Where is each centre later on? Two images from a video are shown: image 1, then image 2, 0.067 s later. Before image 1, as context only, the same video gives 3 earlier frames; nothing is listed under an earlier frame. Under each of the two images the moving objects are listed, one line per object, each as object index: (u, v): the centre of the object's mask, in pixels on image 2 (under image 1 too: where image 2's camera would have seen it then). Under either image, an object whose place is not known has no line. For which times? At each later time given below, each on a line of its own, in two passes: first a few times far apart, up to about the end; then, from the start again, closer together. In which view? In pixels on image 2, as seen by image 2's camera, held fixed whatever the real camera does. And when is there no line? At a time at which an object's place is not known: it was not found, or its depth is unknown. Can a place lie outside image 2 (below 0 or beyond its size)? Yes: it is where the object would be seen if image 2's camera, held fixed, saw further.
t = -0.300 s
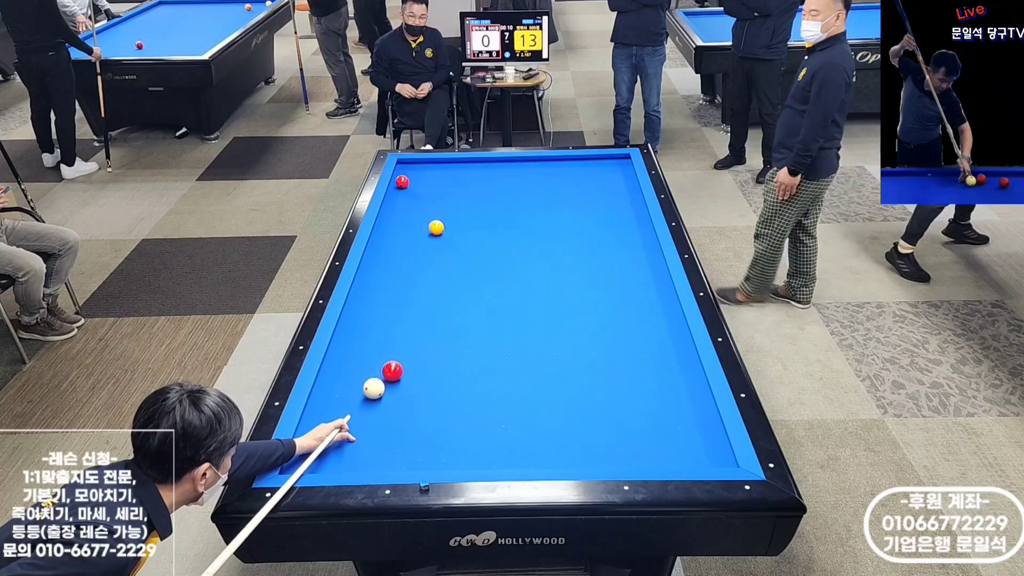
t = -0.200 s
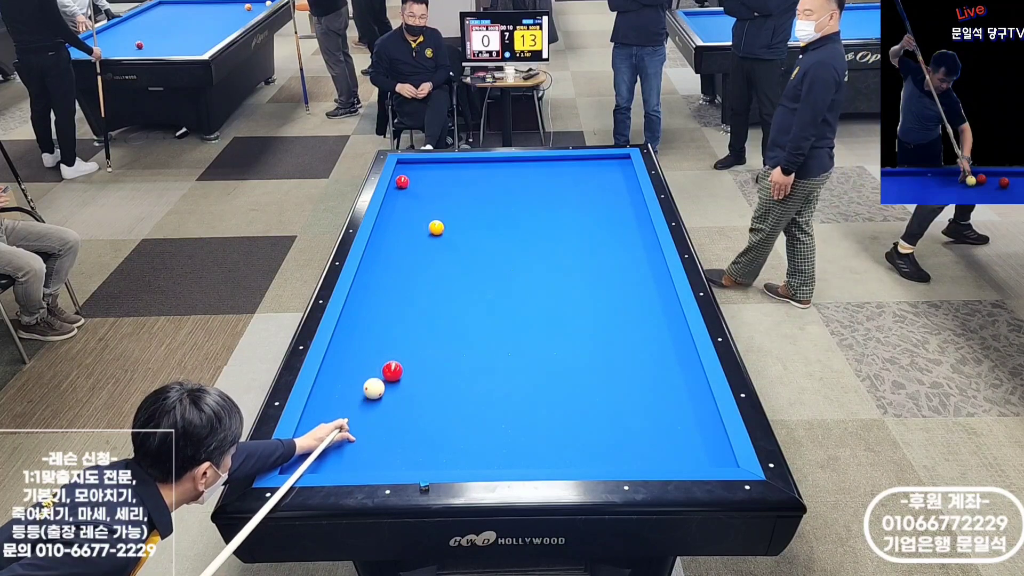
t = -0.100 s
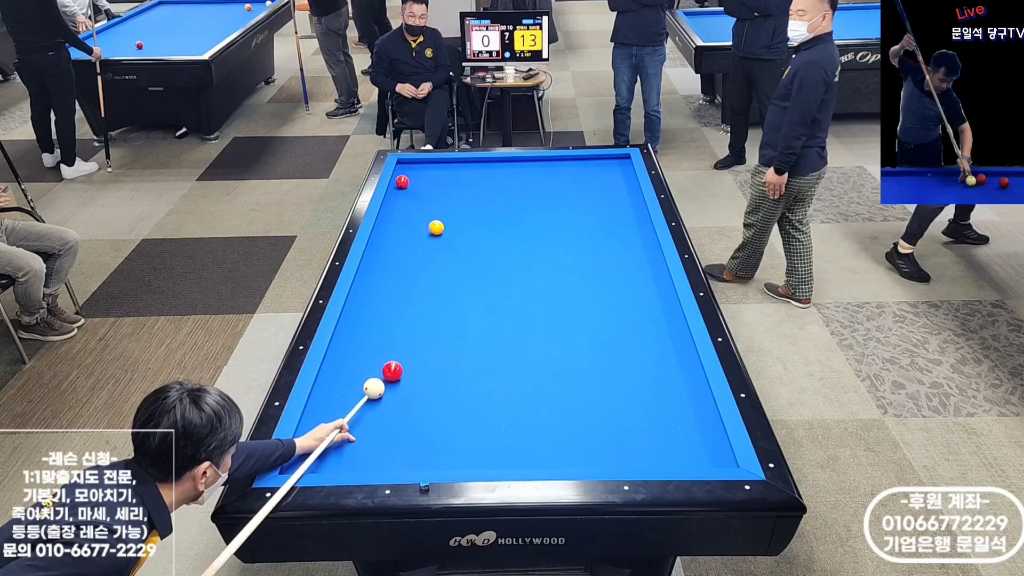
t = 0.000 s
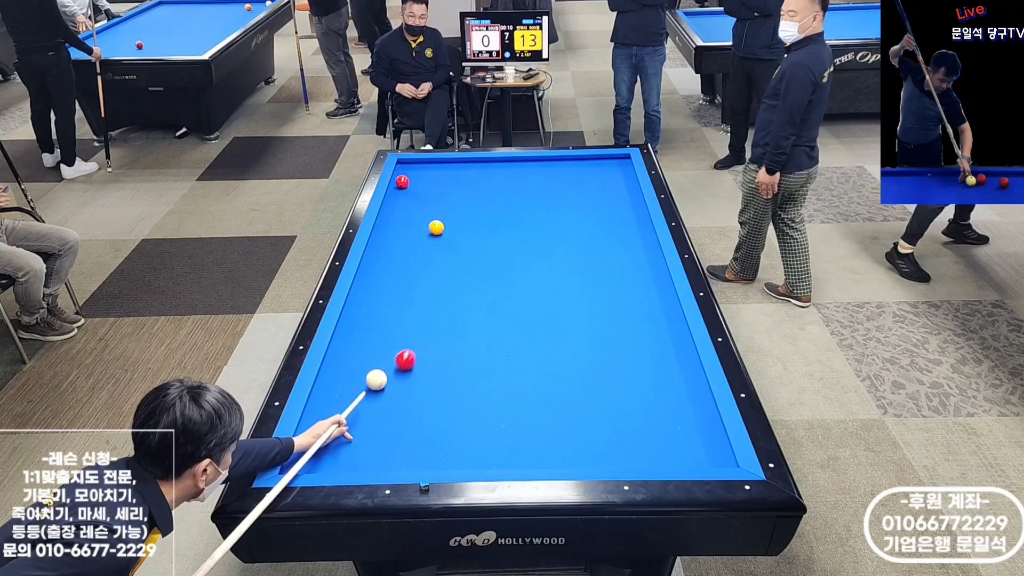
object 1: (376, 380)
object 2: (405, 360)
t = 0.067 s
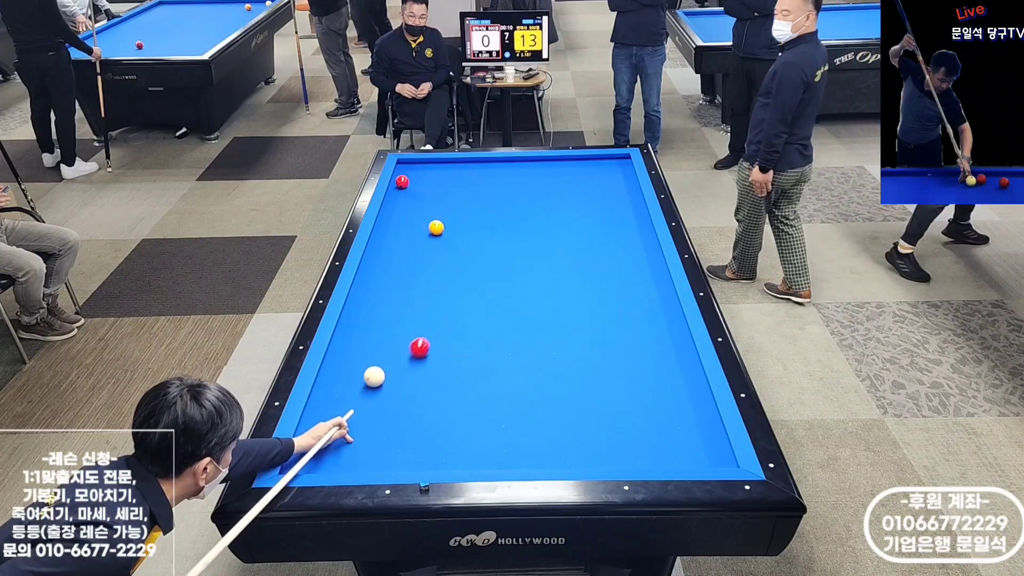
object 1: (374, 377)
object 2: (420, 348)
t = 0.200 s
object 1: (373, 368)
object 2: (443, 327)
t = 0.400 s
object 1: (374, 354)
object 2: (471, 304)
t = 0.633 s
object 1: (375, 340)
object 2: (499, 279)
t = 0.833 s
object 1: (376, 328)
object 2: (521, 260)
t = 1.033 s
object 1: (377, 317)
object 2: (541, 243)
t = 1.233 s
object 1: (377, 307)
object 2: (559, 227)
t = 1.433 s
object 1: (378, 298)
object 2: (576, 212)
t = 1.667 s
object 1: (379, 288)
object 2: (594, 197)
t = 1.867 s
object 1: (380, 279)
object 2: (608, 184)
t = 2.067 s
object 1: (380, 272)
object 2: (621, 173)
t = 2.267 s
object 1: (381, 265)
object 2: (622, 163)
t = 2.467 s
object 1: (381, 258)
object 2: (613, 158)
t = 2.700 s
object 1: (382, 251)
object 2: (606, 164)
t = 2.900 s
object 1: (383, 245)
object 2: (600, 169)
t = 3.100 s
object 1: (383, 240)
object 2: (593, 174)
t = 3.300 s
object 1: (384, 235)
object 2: (587, 179)
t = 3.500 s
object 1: (384, 230)
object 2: (580, 184)
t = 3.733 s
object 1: (384, 225)
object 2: (573, 190)
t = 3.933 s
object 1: (384, 220)
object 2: (566, 195)
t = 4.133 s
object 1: (384, 217)
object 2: (559, 200)
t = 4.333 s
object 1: (386, 213)
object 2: (552, 205)
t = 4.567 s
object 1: (388, 208)
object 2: (545, 211)
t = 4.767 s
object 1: (389, 205)
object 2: (538, 216)
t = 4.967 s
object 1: (391, 202)
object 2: (531, 221)
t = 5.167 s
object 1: (393, 199)
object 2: (524, 225)
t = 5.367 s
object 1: (394, 196)
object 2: (518, 230)
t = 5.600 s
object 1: (396, 193)
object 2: (510, 236)
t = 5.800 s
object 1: (397, 191)
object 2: (503, 240)
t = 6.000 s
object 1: (398, 189)
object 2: (497, 245)
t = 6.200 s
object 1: (399, 187)
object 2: (490, 249)
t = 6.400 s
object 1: (399, 186)
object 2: (484, 254)
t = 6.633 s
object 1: (399, 186)
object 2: (477, 259)
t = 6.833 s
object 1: (399, 186)
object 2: (470, 263)
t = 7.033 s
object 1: (399, 186)
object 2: (464, 268)
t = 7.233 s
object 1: (399, 186)
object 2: (458, 272)
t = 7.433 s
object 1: (399, 186)
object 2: (453, 276)
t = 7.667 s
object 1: (399, 186)
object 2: (446, 280)
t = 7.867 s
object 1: (399, 186)
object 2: (441, 284)
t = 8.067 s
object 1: (399, 186)
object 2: (435, 288)
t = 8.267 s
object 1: (399, 186)
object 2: (430, 291)
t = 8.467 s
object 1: (399, 186)
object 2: (425, 295)
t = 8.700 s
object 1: (399, 186)
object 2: (420, 298)
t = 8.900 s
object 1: (399, 186)
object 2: (415, 302)
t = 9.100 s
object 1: (399, 186)
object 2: (411, 305)
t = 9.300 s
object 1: (399, 186)
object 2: (406, 307)
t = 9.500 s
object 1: (399, 186)
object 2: (402, 310)
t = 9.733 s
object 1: (399, 186)
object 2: (398, 313)
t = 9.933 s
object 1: (399, 186)
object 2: (395, 315)
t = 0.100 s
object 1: (374, 375)
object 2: (426, 342)
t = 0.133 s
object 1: (373, 372)
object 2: (432, 337)
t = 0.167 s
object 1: (373, 370)
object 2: (438, 332)
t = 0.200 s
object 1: (373, 368)
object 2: (443, 327)
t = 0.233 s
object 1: (374, 365)
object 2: (448, 323)
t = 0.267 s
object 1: (374, 363)
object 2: (453, 319)
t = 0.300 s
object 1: (374, 361)
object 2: (458, 315)
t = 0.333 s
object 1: (374, 359)
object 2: (462, 311)
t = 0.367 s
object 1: (374, 356)
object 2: (466, 307)
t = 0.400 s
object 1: (374, 354)
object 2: (471, 304)
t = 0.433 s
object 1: (375, 352)
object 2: (475, 300)
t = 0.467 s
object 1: (375, 350)
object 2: (479, 296)
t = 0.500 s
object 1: (375, 348)
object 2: (483, 292)
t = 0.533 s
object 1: (375, 346)
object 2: (488, 289)
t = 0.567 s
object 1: (375, 344)
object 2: (491, 285)
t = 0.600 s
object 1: (375, 342)
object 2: (495, 282)
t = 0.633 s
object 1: (375, 340)
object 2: (499, 279)
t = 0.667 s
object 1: (375, 338)
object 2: (503, 276)
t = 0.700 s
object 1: (376, 335)
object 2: (507, 272)
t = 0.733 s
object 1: (376, 334)
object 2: (510, 269)
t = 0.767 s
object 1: (376, 332)
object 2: (514, 266)
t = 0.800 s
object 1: (376, 330)
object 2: (518, 263)
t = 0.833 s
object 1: (376, 328)
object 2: (521, 260)
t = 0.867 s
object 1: (376, 326)
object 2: (524, 257)
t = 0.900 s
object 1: (376, 324)
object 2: (528, 254)
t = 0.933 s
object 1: (376, 322)
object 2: (531, 251)
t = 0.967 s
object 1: (376, 321)
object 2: (534, 248)
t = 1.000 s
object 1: (376, 319)
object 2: (538, 245)
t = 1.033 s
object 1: (377, 317)
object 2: (541, 243)
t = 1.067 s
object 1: (377, 316)
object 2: (544, 240)
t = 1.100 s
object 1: (377, 314)
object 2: (547, 237)
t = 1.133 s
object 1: (377, 312)
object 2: (550, 234)
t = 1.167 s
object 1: (377, 310)
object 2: (553, 232)
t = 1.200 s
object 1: (377, 309)
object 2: (556, 229)
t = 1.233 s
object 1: (377, 307)
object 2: (559, 227)
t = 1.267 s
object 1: (377, 305)
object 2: (562, 224)
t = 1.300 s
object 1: (378, 304)
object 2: (565, 222)
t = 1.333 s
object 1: (378, 302)
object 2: (568, 219)
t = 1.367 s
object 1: (378, 301)
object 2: (570, 217)
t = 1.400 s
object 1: (378, 299)
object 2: (573, 215)
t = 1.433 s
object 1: (378, 298)
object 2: (576, 212)
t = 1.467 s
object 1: (378, 296)
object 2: (579, 210)
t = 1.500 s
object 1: (379, 295)
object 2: (581, 208)
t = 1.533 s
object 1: (379, 293)
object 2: (584, 205)
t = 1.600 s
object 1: (379, 290)
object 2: (589, 201)
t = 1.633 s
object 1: (379, 289)
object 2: (592, 199)
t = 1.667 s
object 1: (379, 288)
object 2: (594, 197)
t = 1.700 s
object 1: (379, 286)
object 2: (596, 194)
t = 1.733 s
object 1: (379, 285)
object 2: (599, 192)
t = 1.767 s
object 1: (379, 284)
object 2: (601, 190)
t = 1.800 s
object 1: (379, 282)
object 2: (604, 188)
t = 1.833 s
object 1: (380, 281)
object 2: (606, 186)
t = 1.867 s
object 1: (380, 279)
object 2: (608, 184)
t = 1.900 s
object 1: (380, 278)
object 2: (610, 182)
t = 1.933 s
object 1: (380, 277)
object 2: (613, 180)
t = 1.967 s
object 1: (380, 276)
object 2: (615, 178)
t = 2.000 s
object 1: (380, 274)
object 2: (617, 176)
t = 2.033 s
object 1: (380, 273)
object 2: (619, 175)
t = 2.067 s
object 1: (380, 272)
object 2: (621, 173)
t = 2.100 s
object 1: (380, 271)
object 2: (623, 171)
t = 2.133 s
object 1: (380, 269)
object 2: (626, 169)
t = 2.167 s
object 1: (380, 268)
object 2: (627, 167)
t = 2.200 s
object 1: (380, 267)
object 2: (625, 166)
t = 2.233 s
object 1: (381, 266)
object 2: (623, 164)
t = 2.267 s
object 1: (381, 265)
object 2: (622, 163)
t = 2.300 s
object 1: (381, 264)
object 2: (620, 161)
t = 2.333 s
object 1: (381, 263)
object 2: (618, 160)
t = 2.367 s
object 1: (381, 261)
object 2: (617, 159)
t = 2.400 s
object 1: (381, 260)
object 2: (615, 157)
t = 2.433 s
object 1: (381, 259)
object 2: (614, 157)
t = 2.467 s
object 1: (381, 258)
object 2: (613, 158)
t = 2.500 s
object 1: (381, 257)
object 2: (612, 159)
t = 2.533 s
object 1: (381, 256)
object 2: (611, 160)
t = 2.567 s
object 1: (382, 255)
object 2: (610, 161)
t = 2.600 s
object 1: (382, 254)
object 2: (609, 162)
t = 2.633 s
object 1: (382, 253)
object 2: (608, 163)
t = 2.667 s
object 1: (382, 252)
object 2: (607, 164)
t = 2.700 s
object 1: (382, 251)
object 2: (606, 164)
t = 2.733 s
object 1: (382, 250)
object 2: (605, 165)
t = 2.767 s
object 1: (382, 249)
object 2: (604, 166)
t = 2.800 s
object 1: (382, 248)
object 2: (603, 167)
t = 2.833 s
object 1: (382, 247)
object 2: (602, 168)
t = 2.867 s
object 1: (383, 246)
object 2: (601, 169)
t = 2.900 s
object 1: (383, 245)
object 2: (600, 169)
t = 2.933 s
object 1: (383, 244)
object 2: (598, 170)
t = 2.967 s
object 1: (383, 243)
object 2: (597, 171)
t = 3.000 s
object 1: (383, 242)
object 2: (596, 172)
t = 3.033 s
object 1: (383, 241)
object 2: (595, 173)
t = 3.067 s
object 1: (383, 240)
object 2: (594, 174)
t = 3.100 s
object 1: (383, 240)
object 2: (593, 174)
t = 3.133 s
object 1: (383, 239)
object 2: (592, 175)
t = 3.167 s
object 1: (383, 238)
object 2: (591, 176)
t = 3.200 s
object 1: (383, 237)
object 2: (590, 177)
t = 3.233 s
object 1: (383, 236)
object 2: (589, 178)
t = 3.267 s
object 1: (384, 235)
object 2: (588, 179)
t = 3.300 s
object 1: (384, 235)
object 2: (587, 179)
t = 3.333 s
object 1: (384, 234)
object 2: (586, 180)
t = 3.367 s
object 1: (384, 233)
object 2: (585, 181)
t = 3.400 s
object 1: (384, 232)
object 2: (583, 182)
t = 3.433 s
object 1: (384, 231)
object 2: (582, 183)
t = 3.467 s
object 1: (384, 230)
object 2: (581, 183)
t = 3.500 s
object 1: (384, 230)
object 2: (580, 184)
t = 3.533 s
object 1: (384, 229)
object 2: (579, 185)
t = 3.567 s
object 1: (384, 228)
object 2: (578, 186)
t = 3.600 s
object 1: (384, 227)
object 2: (577, 187)
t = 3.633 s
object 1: (384, 227)
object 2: (576, 188)
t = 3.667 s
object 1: (384, 226)
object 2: (575, 188)
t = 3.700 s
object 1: (384, 225)
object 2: (574, 189)
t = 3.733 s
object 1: (384, 225)
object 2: (573, 190)
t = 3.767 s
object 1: (384, 224)
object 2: (571, 191)
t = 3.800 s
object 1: (384, 223)
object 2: (570, 192)
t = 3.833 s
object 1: (384, 222)
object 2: (569, 193)
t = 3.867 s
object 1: (384, 222)
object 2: (568, 193)
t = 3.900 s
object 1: (384, 221)
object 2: (567, 194)
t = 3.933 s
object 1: (384, 220)
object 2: (566, 195)
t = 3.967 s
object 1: (384, 220)
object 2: (565, 196)
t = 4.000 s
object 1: (384, 219)
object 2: (564, 197)
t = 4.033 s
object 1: (384, 218)
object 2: (563, 198)
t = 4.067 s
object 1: (384, 218)
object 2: (561, 198)
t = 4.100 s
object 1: (384, 217)
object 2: (560, 199)
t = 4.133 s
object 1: (384, 217)
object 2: (559, 200)
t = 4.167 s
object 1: (384, 216)
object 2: (558, 201)
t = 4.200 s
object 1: (384, 215)
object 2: (557, 202)
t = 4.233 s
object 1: (385, 215)
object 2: (556, 203)
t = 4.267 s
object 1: (385, 214)
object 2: (555, 204)
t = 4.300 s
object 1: (385, 213)
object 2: (554, 204)
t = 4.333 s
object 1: (386, 213)
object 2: (552, 205)
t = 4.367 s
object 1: (386, 212)
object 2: (551, 206)
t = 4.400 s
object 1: (386, 211)
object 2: (550, 207)
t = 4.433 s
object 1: (387, 211)
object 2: (549, 208)
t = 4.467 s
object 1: (387, 210)
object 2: (548, 208)
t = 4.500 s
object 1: (387, 210)
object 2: (547, 209)
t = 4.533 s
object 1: (387, 209)
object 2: (546, 210)
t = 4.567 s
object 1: (388, 208)
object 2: (545, 211)
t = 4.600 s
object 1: (388, 208)
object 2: (544, 212)
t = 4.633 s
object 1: (388, 207)
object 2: (542, 213)
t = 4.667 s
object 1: (389, 207)
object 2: (541, 213)
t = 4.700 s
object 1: (389, 206)
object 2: (540, 214)
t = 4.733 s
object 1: (389, 206)
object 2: (539, 215)
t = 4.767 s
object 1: (389, 205)
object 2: (538, 216)
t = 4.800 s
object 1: (390, 205)
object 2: (537, 217)
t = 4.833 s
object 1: (390, 204)
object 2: (536, 217)
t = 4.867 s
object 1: (390, 204)
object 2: (535, 218)
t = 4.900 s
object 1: (391, 203)
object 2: (533, 219)
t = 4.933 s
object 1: (391, 202)
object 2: (532, 220)
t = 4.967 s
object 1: (391, 202)
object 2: (531, 221)
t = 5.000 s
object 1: (391, 201)
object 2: (530, 221)
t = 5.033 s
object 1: (392, 201)
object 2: (529, 222)
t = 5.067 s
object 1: (392, 201)
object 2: (528, 223)
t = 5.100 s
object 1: (392, 200)
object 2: (527, 224)
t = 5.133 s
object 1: (393, 199)
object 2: (526, 225)
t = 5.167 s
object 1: (393, 199)
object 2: (524, 225)
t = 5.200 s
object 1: (393, 199)
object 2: (523, 226)
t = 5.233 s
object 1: (393, 198)
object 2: (522, 227)
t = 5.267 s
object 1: (394, 198)
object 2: (521, 228)
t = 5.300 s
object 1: (394, 197)
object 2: (520, 229)
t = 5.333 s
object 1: (394, 197)
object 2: (519, 229)
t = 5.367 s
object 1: (394, 196)
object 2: (518, 230)
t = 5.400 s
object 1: (395, 196)
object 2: (517, 231)
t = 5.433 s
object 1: (395, 196)
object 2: (516, 232)
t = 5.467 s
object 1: (395, 195)
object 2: (514, 232)
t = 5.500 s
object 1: (395, 195)
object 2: (513, 233)
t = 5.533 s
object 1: (396, 194)
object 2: (512, 234)
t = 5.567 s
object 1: (396, 194)
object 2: (511, 235)
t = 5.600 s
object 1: (396, 193)
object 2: (510, 236)
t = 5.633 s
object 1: (396, 193)
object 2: (509, 236)
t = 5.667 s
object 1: (396, 193)
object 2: (508, 237)
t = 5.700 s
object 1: (397, 192)
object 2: (507, 238)
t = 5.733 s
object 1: (397, 192)
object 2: (505, 239)
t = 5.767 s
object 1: (397, 191)
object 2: (504, 240)
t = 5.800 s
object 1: (397, 191)
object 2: (503, 240)
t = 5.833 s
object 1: (397, 191)
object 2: (502, 241)
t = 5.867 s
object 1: (398, 190)
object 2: (501, 242)
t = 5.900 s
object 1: (398, 190)
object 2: (500, 243)
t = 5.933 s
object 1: (398, 190)
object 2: (499, 243)
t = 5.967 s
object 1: (398, 189)
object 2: (498, 244)
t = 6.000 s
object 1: (398, 189)
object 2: (497, 245)
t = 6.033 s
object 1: (399, 189)
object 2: (496, 246)
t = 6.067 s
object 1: (399, 188)
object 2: (495, 247)
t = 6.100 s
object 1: (399, 188)
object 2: (494, 247)
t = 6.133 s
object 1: (399, 188)
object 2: (492, 248)
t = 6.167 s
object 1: (399, 187)
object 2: (491, 249)
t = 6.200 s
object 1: (399, 187)
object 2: (490, 249)
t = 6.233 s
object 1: (399, 187)
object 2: (489, 250)
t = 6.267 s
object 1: (399, 187)
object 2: (488, 251)
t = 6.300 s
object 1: (399, 186)
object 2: (487, 252)
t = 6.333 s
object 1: (399, 186)
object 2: (486, 252)
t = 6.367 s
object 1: (399, 186)
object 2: (485, 253)
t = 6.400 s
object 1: (399, 186)
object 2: (484, 254)
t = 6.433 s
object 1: (399, 186)
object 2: (483, 255)
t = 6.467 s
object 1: (399, 186)
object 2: (482, 255)
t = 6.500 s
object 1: (399, 186)
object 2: (481, 256)
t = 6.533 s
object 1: (399, 186)
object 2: (480, 257)
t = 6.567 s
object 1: (399, 186)
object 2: (479, 258)
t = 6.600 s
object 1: (399, 186)
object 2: (478, 258)
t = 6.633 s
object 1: (399, 186)
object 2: (477, 259)
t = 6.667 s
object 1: (399, 186)
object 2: (476, 260)
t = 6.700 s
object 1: (399, 186)
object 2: (474, 261)
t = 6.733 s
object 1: (399, 186)
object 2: (473, 261)
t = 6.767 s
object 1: (399, 186)
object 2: (472, 262)
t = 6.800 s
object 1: (399, 186)
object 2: (471, 263)
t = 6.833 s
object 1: (399, 186)
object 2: (470, 263)
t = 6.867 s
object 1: (399, 186)
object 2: (469, 264)
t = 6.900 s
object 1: (399, 186)
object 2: (468, 265)
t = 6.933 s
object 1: (399, 186)
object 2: (467, 266)
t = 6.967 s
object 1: (399, 186)
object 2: (466, 266)
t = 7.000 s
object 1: (399, 186)
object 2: (465, 267)
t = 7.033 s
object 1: (399, 186)
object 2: (464, 268)
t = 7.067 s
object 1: (399, 186)
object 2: (463, 268)
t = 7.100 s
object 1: (399, 186)
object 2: (462, 269)
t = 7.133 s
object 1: (399, 186)
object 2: (461, 270)
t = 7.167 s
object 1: (399, 186)
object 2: (460, 270)
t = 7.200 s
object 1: (399, 186)
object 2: (459, 271)
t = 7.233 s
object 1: (399, 186)
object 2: (458, 272)
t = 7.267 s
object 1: (399, 186)
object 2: (457, 272)
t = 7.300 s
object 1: (399, 186)
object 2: (456, 273)
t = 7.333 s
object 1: (399, 186)
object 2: (456, 274)
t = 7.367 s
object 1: (399, 186)
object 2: (455, 274)
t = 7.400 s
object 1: (399, 186)
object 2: (454, 275)
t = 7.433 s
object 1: (399, 186)
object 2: (453, 276)
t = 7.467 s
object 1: (399, 186)
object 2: (452, 277)
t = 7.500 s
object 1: (399, 186)
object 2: (451, 277)
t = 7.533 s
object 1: (399, 186)
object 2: (450, 278)
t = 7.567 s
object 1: (399, 186)
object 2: (449, 278)
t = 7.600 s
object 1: (399, 186)
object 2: (448, 279)
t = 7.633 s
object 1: (399, 186)
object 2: (447, 280)
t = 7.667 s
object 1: (399, 186)
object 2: (446, 280)
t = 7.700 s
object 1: (399, 186)
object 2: (445, 281)
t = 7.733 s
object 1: (399, 186)
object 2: (444, 282)
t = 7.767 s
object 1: (399, 186)
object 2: (443, 282)
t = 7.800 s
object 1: (399, 186)
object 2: (442, 283)
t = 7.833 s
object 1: (399, 186)
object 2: (442, 284)
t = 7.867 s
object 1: (399, 186)
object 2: (441, 284)
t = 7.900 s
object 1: (399, 186)
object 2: (440, 285)
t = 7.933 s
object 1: (399, 186)
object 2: (439, 285)
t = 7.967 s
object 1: (399, 186)
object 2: (438, 286)
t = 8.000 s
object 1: (399, 186)
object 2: (437, 287)
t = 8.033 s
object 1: (399, 186)
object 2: (436, 287)
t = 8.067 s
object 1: (399, 186)
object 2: (435, 288)
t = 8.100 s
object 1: (399, 186)
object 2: (434, 288)
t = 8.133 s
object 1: (399, 186)
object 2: (434, 289)
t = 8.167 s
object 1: (399, 186)
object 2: (433, 290)
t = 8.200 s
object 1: (399, 186)
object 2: (432, 290)
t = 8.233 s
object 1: (399, 186)
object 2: (431, 291)
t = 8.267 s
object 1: (399, 186)
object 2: (430, 291)
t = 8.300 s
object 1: (399, 186)
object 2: (429, 292)
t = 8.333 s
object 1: (399, 186)
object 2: (429, 293)
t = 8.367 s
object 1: (399, 186)
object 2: (428, 293)
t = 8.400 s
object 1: (399, 186)
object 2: (427, 294)
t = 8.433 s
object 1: (399, 186)
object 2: (426, 294)
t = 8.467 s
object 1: (399, 186)
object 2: (425, 295)
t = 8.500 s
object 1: (399, 186)
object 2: (425, 296)
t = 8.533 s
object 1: (399, 186)
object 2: (424, 296)
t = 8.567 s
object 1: (399, 186)
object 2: (423, 297)
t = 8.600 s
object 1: (399, 186)
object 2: (422, 297)
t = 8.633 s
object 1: (399, 186)
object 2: (421, 298)
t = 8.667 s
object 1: (399, 186)
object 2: (421, 298)
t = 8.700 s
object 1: (399, 186)
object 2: (420, 298)
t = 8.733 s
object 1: (399, 186)
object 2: (419, 299)
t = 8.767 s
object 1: (399, 186)
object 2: (418, 300)
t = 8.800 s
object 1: (399, 186)
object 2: (417, 300)
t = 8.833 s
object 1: (399, 186)
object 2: (417, 301)
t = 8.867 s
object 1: (399, 186)
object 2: (416, 301)
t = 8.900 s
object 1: (399, 186)
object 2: (415, 302)
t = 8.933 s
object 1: (399, 186)
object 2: (414, 302)
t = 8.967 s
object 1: (399, 186)
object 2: (413, 303)
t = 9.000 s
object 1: (399, 186)
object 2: (413, 303)
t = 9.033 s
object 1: (399, 186)
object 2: (412, 304)
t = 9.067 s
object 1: (399, 186)
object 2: (411, 304)
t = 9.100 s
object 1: (399, 186)
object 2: (411, 305)
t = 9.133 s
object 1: (399, 186)
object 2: (410, 305)
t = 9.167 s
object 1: (399, 186)
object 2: (409, 306)
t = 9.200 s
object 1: (399, 186)
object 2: (408, 306)
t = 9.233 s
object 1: (399, 186)
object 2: (408, 306)
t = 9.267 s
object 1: (399, 186)
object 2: (407, 307)
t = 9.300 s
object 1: (399, 186)
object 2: (406, 307)
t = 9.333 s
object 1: (399, 186)
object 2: (406, 308)
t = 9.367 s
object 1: (399, 186)
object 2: (405, 308)
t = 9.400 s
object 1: (399, 186)
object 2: (404, 308)
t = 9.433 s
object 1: (399, 186)
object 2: (404, 309)
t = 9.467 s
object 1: (399, 186)
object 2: (403, 309)
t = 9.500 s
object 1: (399, 186)
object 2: (402, 310)
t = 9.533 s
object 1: (399, 186)
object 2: (402, 310)
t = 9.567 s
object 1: (399, 186)
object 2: (401, 311)
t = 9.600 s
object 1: (399, 186)
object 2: (400, 311)
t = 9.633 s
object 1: (399, 186)
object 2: (400, 311)
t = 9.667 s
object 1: (399, 186)
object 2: (399, 312)
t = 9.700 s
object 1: (399, 186)
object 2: (399, 312)
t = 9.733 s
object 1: (399, 186)
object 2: (398, 313)
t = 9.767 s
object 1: (399, 186)
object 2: (398, 313)
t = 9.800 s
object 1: (399, 186)
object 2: (397, 313)
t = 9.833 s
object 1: (399, 186)
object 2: (397, 313)
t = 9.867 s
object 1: (399, 186)
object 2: (396, 314)
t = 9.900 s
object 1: (399, 186)
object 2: (395, 314)
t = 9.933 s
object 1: (399, 186)
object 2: (395, 315)
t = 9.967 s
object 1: (399, 186)
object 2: (394, 315)
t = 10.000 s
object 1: (399, 186)
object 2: (394, 315)
